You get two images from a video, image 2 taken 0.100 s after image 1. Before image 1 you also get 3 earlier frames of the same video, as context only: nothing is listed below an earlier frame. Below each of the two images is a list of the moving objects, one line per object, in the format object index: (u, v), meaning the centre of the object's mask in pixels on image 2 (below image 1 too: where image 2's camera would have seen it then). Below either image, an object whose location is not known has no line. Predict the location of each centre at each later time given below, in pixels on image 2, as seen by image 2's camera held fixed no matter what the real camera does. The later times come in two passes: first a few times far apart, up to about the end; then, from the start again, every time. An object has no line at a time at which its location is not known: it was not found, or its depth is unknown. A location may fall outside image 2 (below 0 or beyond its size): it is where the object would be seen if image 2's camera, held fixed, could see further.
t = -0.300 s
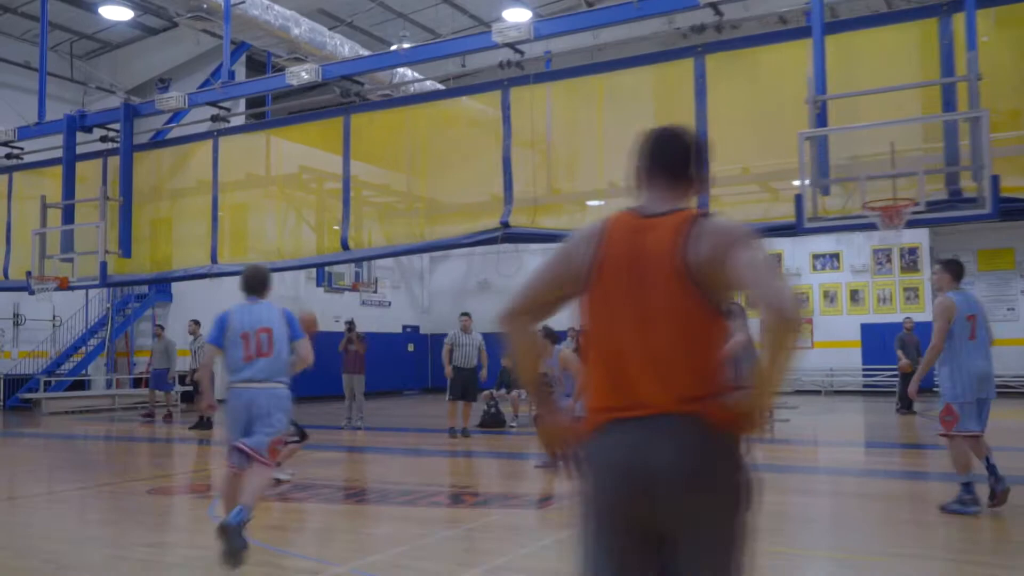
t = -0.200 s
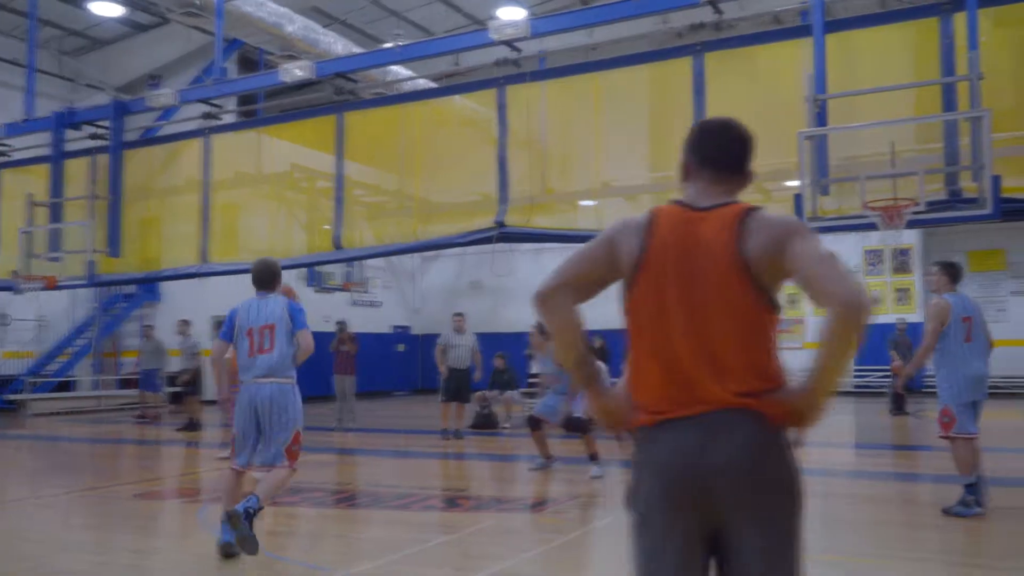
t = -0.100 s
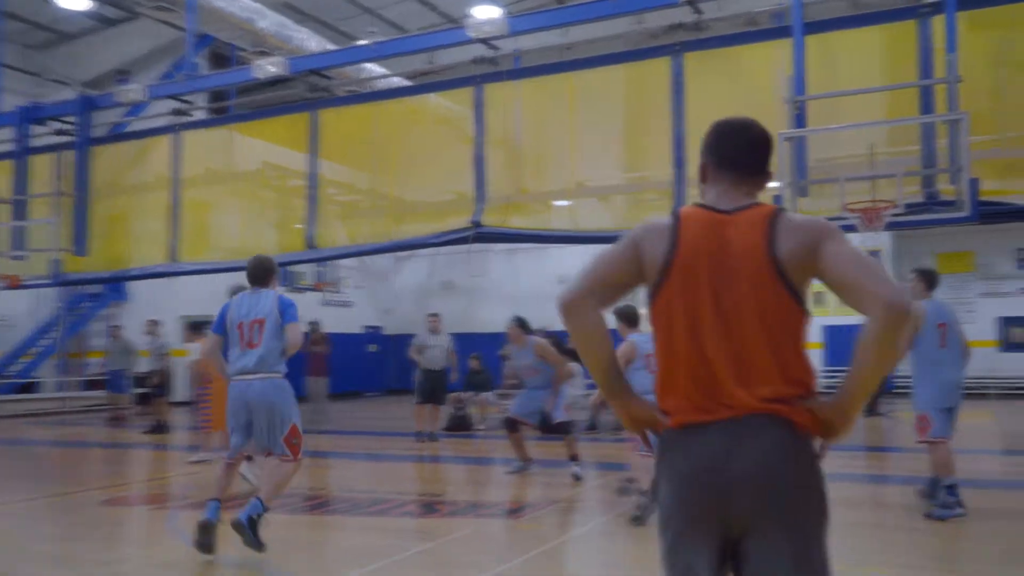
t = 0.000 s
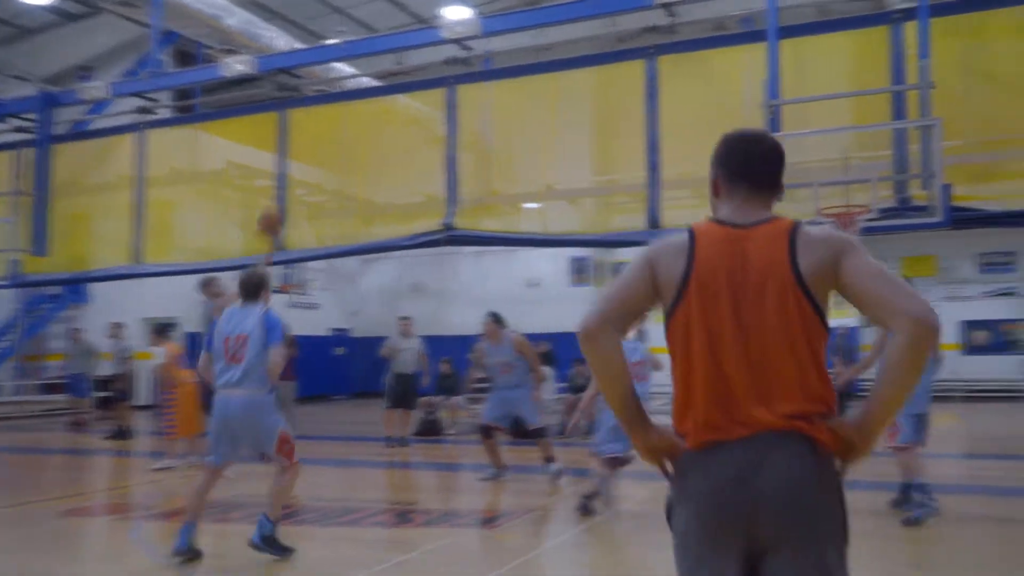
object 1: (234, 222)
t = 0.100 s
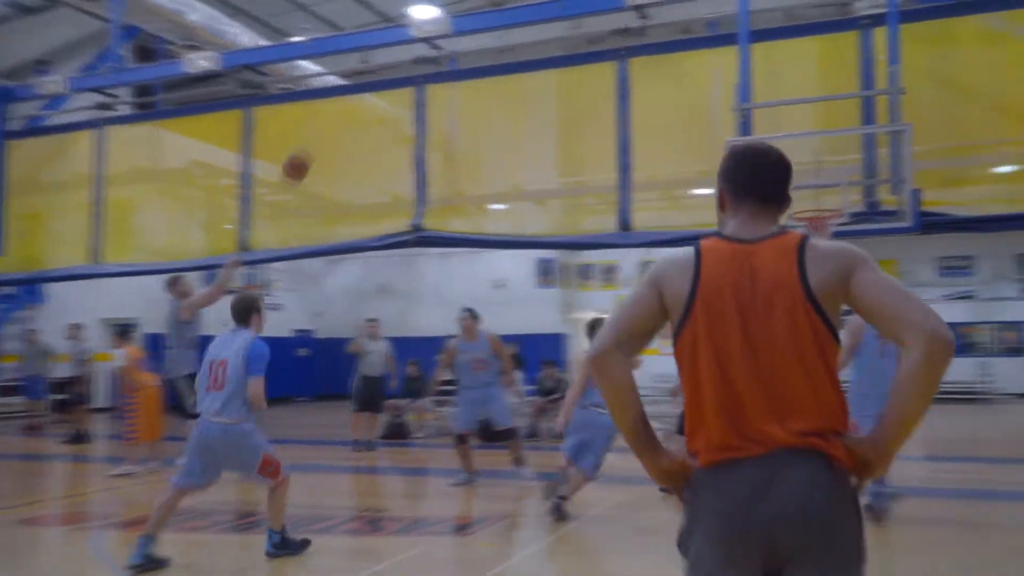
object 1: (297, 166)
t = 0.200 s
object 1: (357, 124)
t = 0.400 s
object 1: (475, 70)
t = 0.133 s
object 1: (317, 151)
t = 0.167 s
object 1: (338, 136)
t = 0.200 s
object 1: (357, 124)
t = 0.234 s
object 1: (376, 112)
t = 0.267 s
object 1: (396, 101)
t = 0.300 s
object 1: (416, 90)
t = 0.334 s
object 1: (435, 82)
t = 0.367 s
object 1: (453, 75)
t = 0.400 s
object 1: (475, 70)
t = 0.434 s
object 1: (493, 63)
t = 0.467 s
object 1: (511, 61)
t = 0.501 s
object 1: (530, 59)
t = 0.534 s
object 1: (548, 56)
